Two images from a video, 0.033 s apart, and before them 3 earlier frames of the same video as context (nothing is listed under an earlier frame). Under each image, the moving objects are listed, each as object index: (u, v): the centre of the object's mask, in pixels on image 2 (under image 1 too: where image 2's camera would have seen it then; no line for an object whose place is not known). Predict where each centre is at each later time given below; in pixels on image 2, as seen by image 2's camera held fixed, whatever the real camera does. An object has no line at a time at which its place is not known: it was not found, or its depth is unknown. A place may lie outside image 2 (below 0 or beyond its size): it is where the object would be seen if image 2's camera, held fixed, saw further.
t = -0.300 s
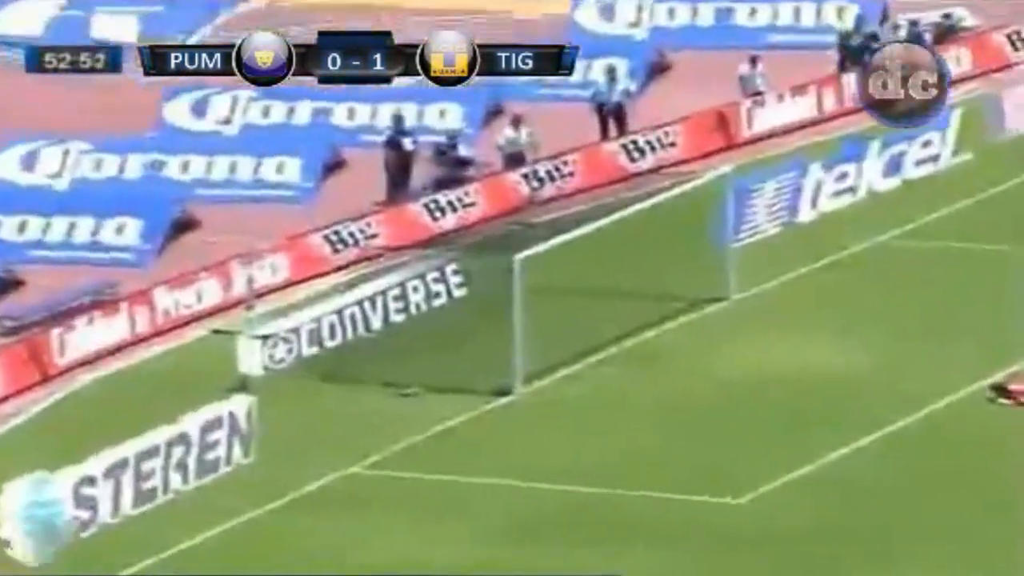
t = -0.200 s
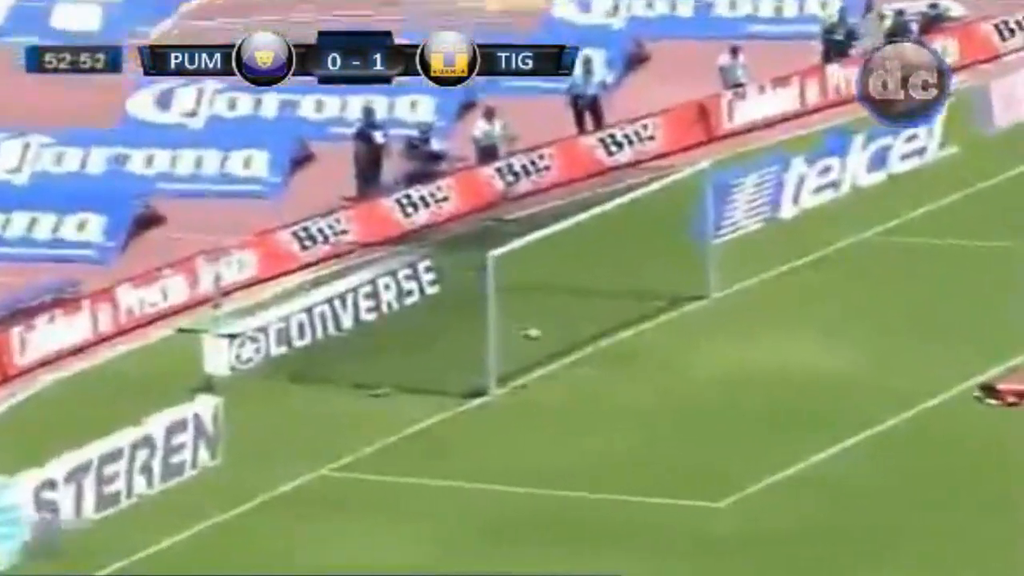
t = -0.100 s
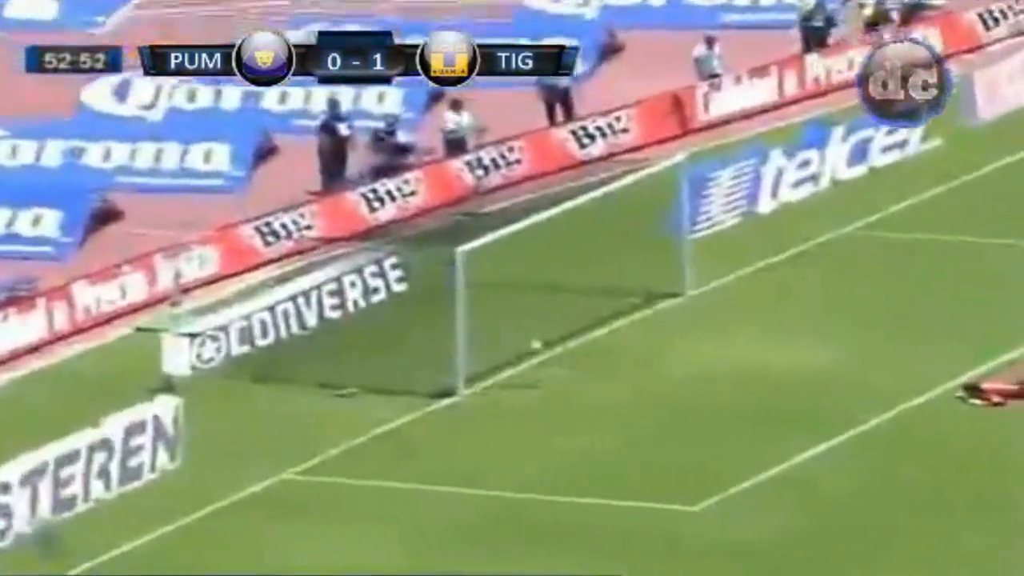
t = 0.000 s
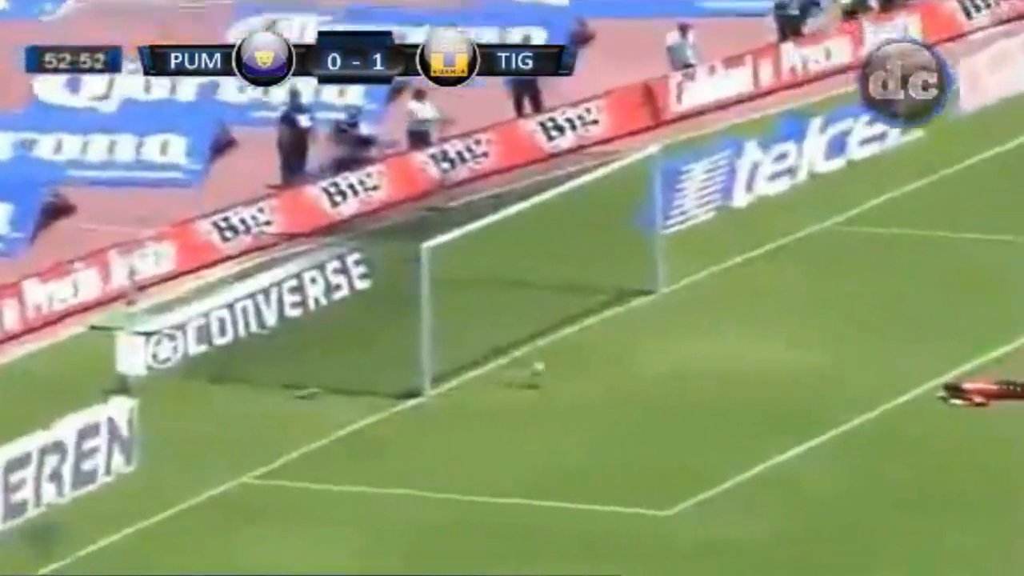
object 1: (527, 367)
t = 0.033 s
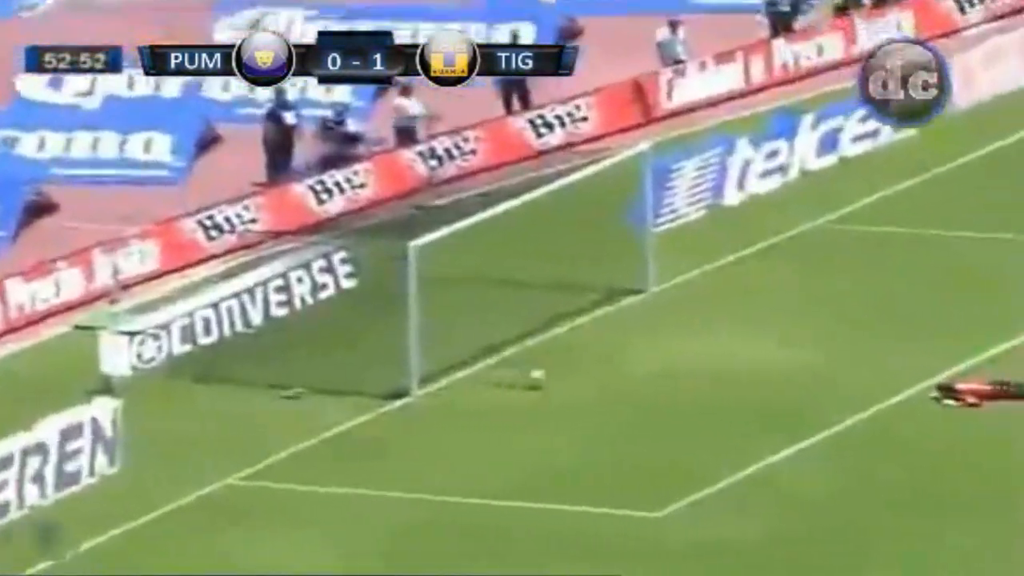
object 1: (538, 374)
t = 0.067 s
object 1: (549, 376)
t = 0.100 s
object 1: (557, 374)
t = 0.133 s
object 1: (565, 369)
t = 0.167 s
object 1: (578, 367)
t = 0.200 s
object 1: (588, 365)
